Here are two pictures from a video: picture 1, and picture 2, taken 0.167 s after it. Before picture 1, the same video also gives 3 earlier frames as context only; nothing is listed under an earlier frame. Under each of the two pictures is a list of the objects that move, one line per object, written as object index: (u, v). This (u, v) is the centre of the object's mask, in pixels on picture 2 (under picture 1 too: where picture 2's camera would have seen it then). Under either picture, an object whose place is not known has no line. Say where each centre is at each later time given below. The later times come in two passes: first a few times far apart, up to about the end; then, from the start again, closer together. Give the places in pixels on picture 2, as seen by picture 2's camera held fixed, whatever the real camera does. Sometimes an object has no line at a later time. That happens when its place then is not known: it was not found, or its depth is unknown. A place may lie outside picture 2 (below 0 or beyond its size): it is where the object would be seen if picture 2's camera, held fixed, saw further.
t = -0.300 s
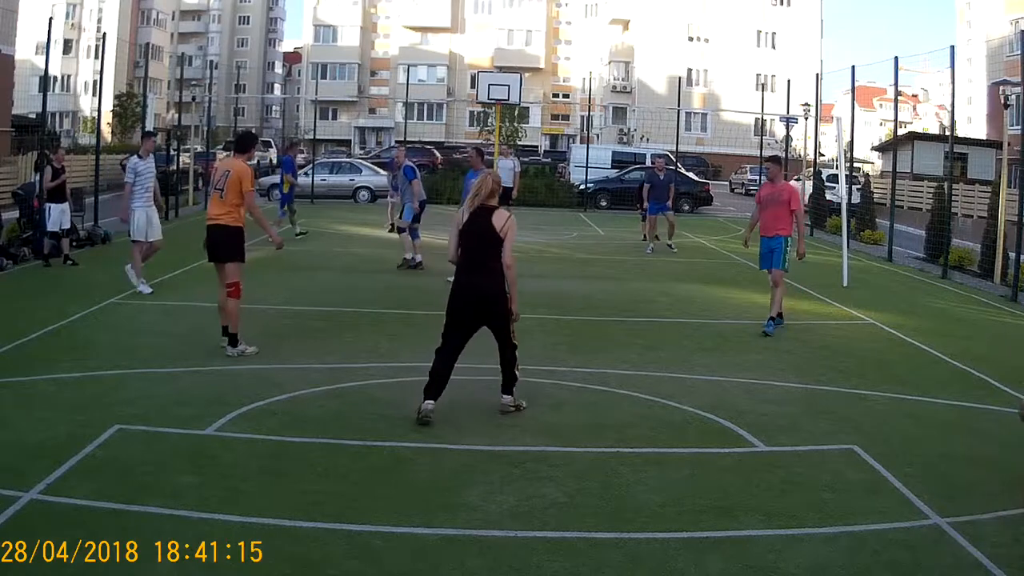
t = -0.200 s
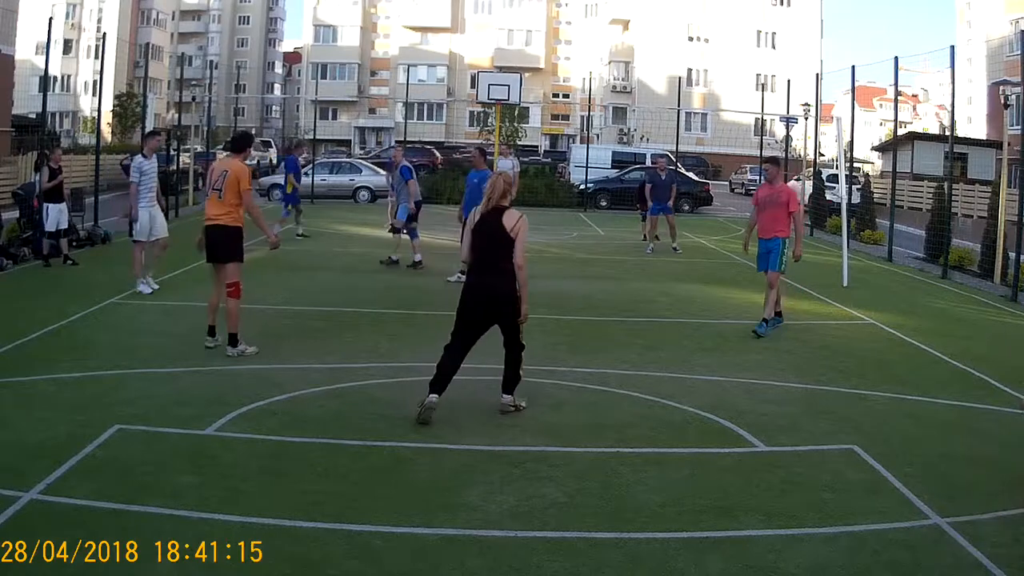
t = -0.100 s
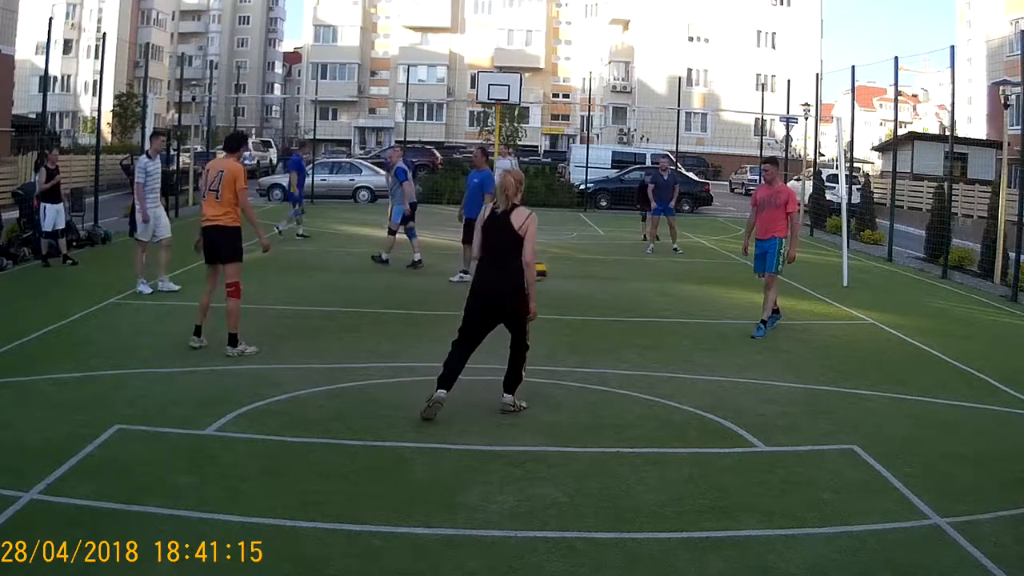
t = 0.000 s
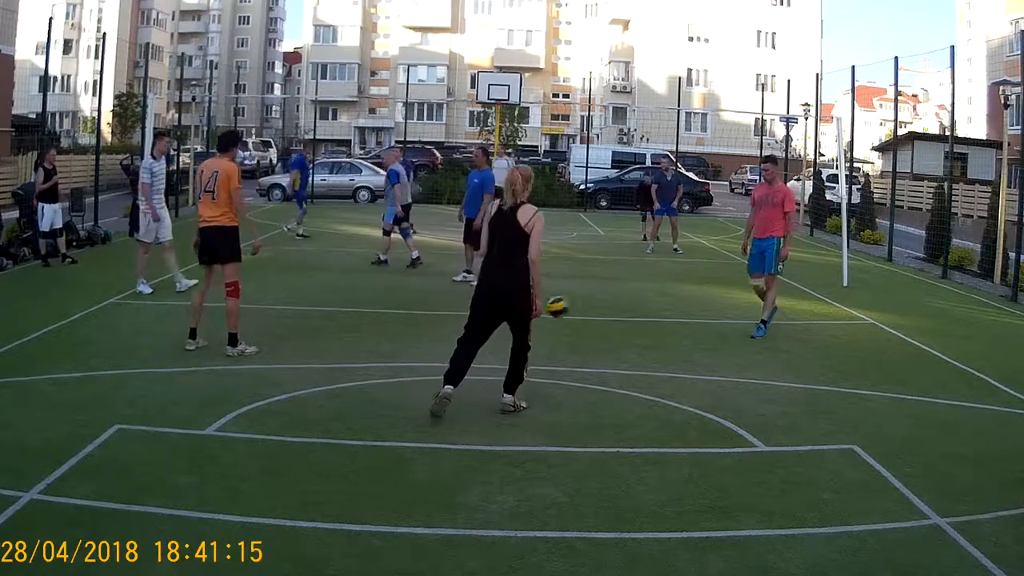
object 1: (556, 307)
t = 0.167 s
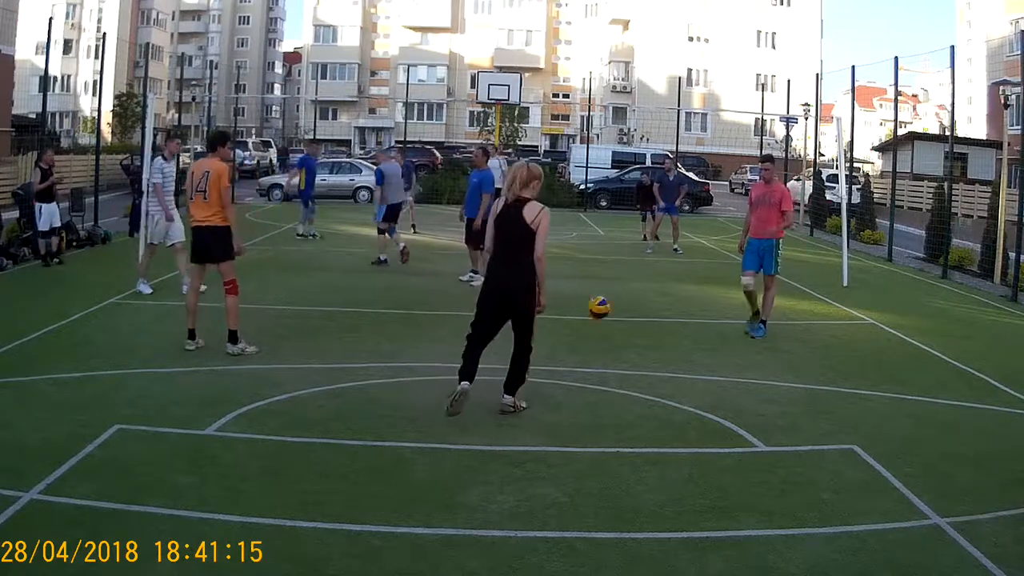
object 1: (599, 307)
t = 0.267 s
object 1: (625, 302)
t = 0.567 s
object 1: (718, 362)
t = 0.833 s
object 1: (822, 379)
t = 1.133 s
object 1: (953, 474)
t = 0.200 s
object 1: (607, 305)
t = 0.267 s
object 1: (625, 302)
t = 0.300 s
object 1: (636, 302)
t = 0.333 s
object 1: (645, 305)
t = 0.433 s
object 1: (677, 319)
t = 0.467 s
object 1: (686, 328)
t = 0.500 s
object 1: (697, 337)
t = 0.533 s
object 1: (707, 349)
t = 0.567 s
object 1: (718, 362)
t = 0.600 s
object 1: (729, 378)
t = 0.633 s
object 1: (740, 393)
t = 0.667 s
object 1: (754, 388)
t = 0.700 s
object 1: (767, 383)
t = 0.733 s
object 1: (780, 380)
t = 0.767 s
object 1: (794, 378)
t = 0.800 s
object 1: (808, 378)
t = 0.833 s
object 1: (822, 379)
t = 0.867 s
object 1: (836, 382)
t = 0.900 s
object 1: (850, 387)
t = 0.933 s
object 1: (865, 394)
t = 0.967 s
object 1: (880, 401)
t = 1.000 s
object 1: (894, 413)
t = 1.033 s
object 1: (908, 426)
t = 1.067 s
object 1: (922, 440)
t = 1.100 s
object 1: (938, 458)
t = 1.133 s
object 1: (953, 474)
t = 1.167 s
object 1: (970, 470)
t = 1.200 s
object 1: (989, 468)
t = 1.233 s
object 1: (1007, 467)
